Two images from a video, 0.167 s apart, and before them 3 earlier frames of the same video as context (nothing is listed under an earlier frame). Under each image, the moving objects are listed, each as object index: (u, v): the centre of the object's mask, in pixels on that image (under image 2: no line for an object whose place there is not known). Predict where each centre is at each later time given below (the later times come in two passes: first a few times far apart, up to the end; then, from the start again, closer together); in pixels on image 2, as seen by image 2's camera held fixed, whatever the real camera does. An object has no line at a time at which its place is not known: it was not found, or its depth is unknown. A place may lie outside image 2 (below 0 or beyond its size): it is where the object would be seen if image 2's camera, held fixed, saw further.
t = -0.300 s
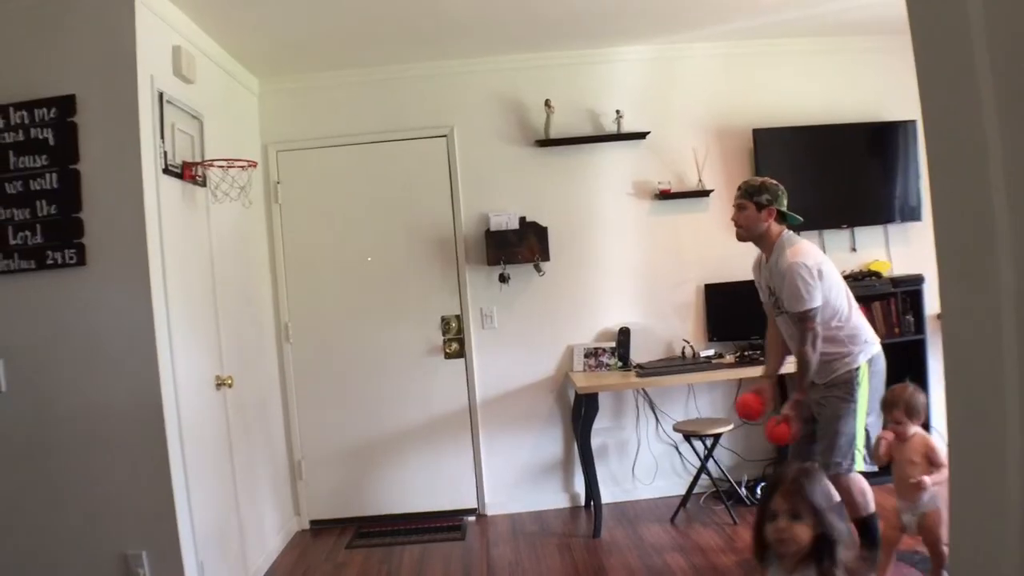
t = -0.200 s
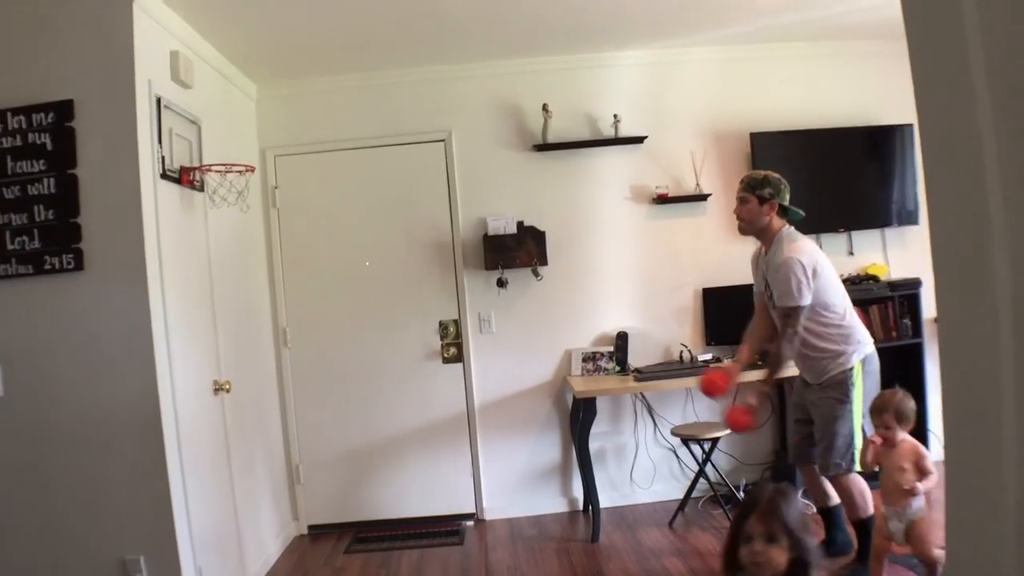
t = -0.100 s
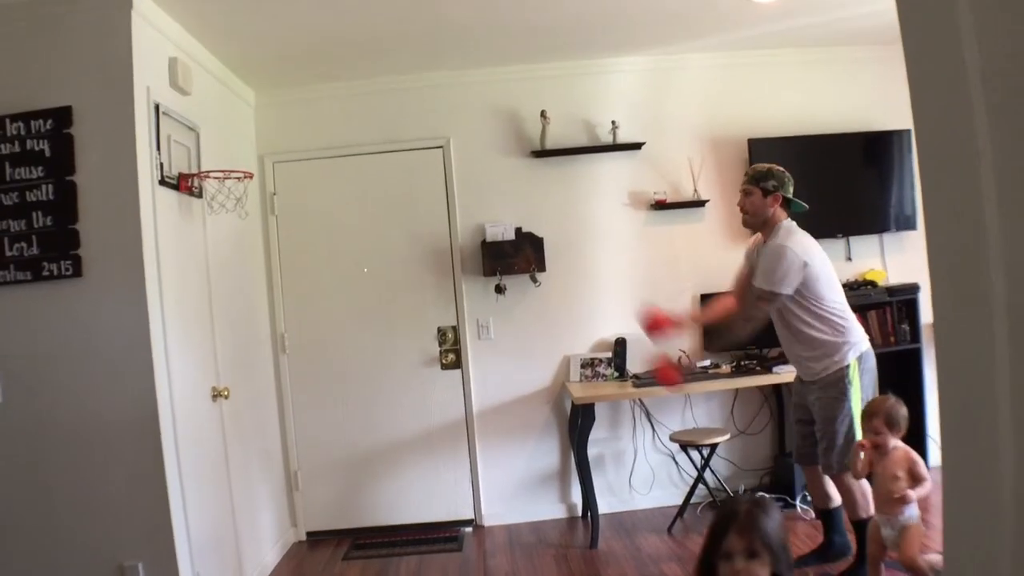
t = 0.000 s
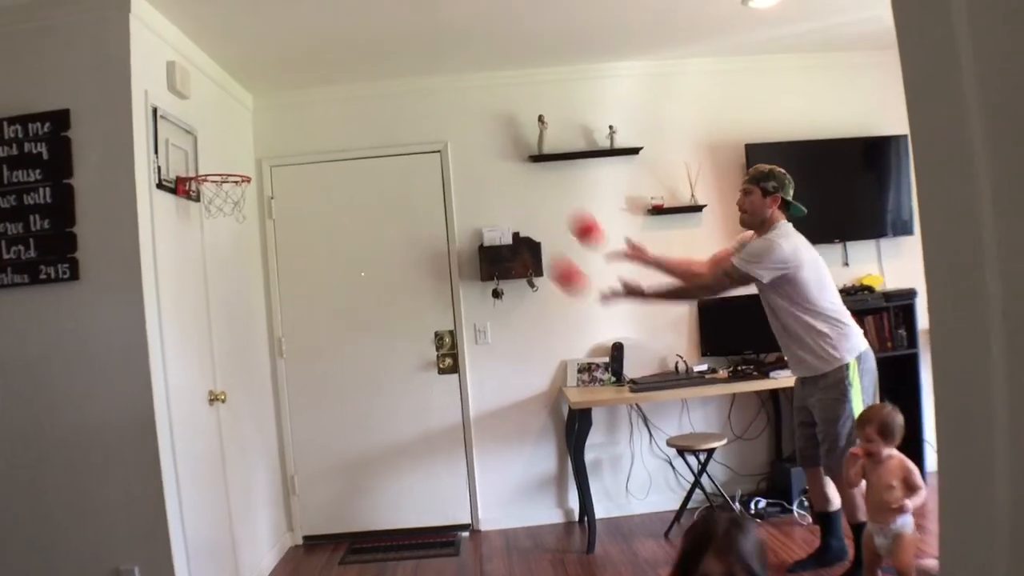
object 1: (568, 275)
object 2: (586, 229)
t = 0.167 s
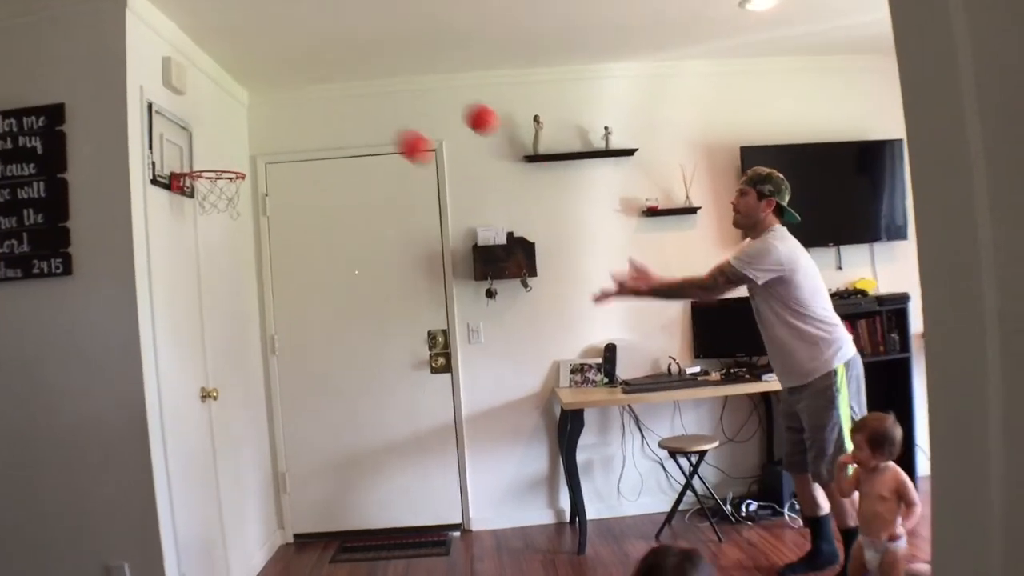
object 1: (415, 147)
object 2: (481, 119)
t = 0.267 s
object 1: (331, 103)
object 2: (424, 86)
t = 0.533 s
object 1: (186, 129)
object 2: (282, 117)
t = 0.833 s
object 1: (171, 304)
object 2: (207, 144)
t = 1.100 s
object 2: (176, 289)
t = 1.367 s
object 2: (216, 580)
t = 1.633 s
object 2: (232, 462)
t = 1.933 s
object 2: (258, 381)
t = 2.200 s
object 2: (303, 541)
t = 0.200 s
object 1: (386, 128)
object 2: (462, 105)
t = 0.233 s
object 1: (358, 114)
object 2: (443, 94)
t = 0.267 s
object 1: (331, 103)
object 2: (424, 86)
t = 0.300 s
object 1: (304, 94)
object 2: (406, 80)
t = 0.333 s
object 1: (278, 88)
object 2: (388, 77)
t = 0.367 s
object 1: (251, 84)
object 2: (370, 77)
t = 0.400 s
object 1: (225, 84)
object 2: (352, 79)
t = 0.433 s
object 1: (199, 86)
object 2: (334, 85)
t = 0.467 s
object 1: (178, 91)
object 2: (317, 92)
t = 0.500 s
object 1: (181, 109)
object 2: (299, 104)
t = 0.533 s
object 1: (186, 129)
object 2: (282, 117)
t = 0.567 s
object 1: (191, 153)
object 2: (265, 134)
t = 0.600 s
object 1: (190, 165)
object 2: (249, 154)
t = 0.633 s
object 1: (186, 174)
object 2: (237, 159)
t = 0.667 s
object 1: (183, 184)
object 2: (232, 150)
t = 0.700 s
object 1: (180, 198)
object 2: (227, 143)
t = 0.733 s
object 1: (178, 218)
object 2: (222, 139)
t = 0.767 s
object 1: (176, 242)
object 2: (217, 138)
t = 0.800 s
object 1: (173, 271)
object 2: (212, 139)
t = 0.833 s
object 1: (171, 304)
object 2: (207, 144)
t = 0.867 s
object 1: (170, 341)
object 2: (203, 151)
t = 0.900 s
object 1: (169, 385)
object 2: (198, 161)
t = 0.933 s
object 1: (169, 435)
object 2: (194, 175)
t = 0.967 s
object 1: (171, 492)
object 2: (188, 188)
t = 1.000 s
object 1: (172, 551)
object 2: (186, 211)
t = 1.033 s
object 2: (182, 234)
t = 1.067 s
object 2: (179, 260)
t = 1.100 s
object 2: (176, 289)
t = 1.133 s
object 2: (173, 322)
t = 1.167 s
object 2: (172, 357)
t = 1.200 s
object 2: (179, 386)
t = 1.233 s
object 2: (187, 421)
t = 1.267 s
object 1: (142, 580)
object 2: (194, 457)
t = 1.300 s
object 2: (201, 497)
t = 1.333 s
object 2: (208, 540)
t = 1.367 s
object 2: (216, 580)
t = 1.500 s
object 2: (229, 575)
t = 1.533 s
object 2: (230, 542)
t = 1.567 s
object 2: (230, 512)
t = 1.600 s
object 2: (231, 486)
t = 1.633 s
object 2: (232, 462)
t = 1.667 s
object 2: (234, 439)
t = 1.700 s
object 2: (236, 421)
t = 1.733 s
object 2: (239, 406)
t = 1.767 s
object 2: (242, 393)
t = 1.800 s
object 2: (244, 384)
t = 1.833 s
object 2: (247, 378)
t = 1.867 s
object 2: (250, 376)
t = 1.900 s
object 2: (254, 377)
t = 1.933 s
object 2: (258, 381)
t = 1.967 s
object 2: (263, 388)
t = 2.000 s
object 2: (267, 398)
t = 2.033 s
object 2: (273, 412)
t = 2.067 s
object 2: (278, 430)
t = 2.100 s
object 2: (284, 452)
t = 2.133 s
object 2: (289, 477)
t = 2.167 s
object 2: (295, 506)
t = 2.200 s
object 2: (303, 541)
